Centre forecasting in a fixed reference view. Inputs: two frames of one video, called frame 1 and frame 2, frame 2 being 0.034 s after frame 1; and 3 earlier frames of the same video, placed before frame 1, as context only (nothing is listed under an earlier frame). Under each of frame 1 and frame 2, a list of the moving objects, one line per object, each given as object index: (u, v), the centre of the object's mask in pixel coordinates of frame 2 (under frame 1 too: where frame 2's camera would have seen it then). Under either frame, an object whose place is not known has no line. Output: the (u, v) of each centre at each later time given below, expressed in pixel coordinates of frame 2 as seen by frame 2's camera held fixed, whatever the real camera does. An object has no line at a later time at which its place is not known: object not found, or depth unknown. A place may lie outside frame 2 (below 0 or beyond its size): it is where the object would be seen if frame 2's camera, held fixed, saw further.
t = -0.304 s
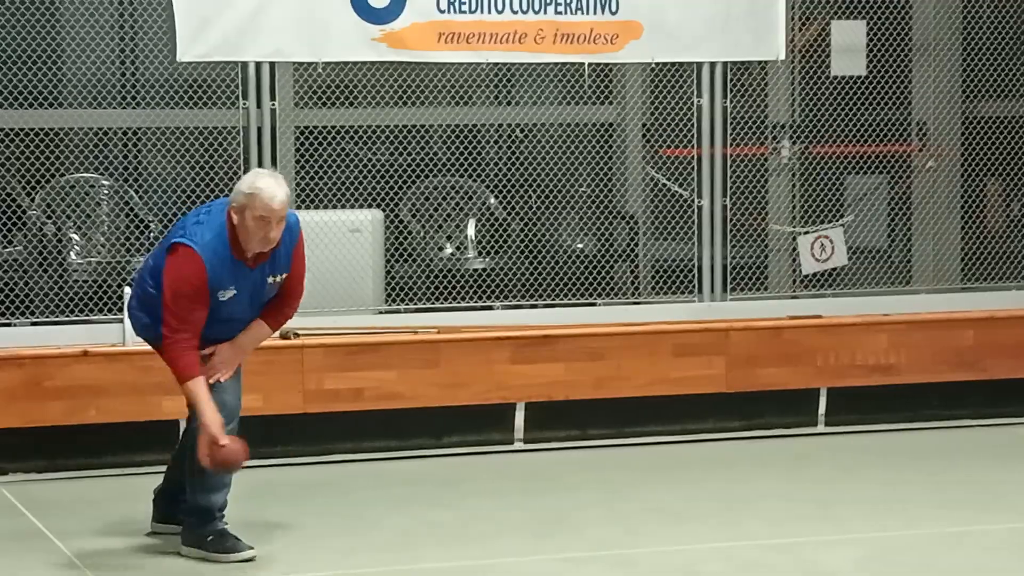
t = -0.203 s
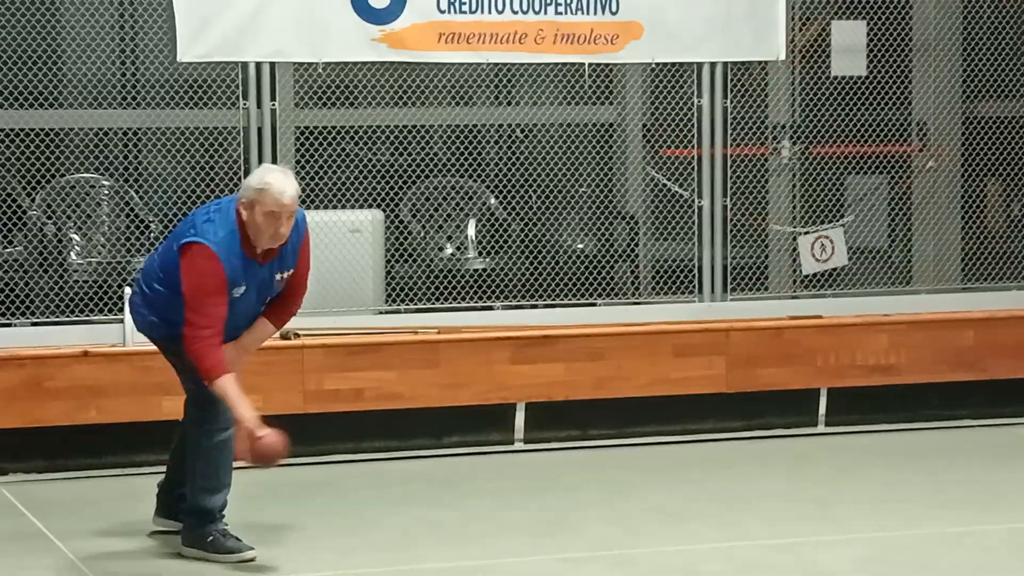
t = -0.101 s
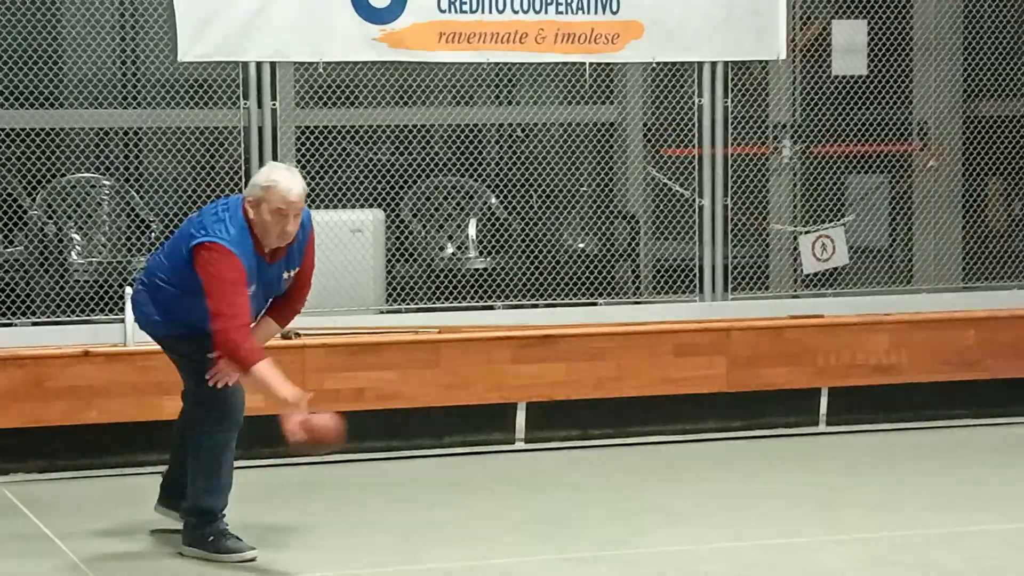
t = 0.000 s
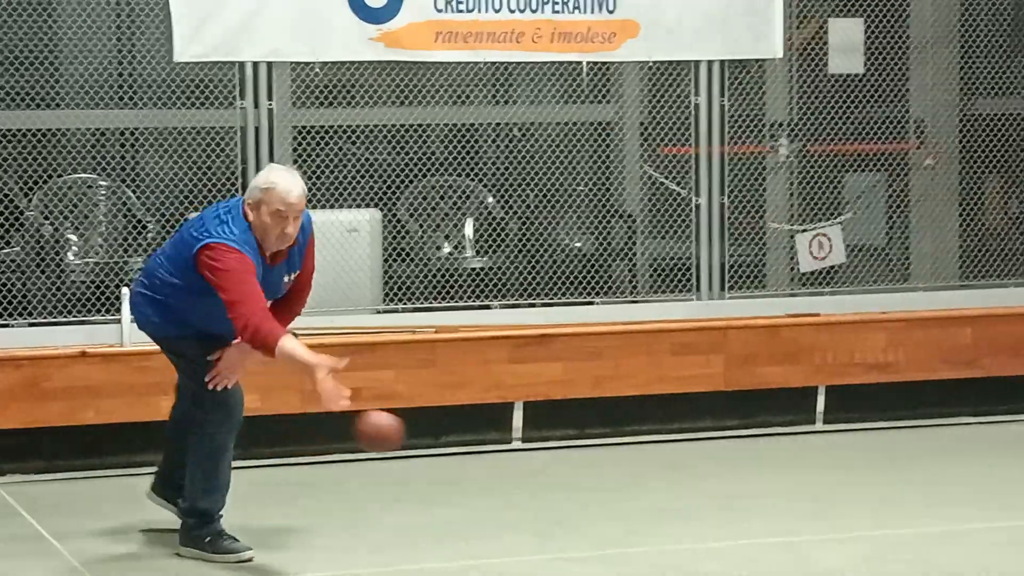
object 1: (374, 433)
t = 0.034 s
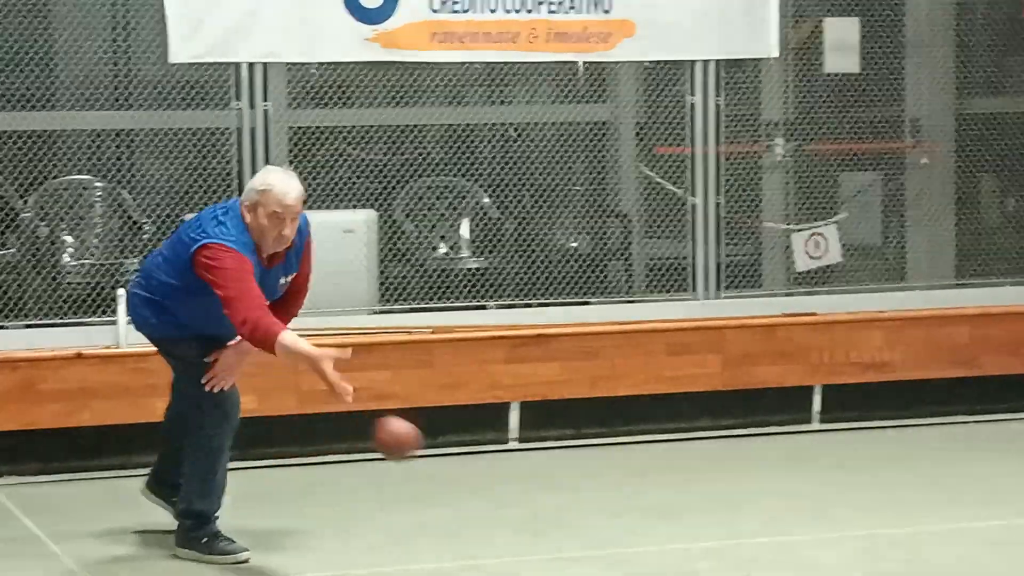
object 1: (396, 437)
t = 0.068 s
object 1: (419, 448)
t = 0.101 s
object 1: (441, 462)
